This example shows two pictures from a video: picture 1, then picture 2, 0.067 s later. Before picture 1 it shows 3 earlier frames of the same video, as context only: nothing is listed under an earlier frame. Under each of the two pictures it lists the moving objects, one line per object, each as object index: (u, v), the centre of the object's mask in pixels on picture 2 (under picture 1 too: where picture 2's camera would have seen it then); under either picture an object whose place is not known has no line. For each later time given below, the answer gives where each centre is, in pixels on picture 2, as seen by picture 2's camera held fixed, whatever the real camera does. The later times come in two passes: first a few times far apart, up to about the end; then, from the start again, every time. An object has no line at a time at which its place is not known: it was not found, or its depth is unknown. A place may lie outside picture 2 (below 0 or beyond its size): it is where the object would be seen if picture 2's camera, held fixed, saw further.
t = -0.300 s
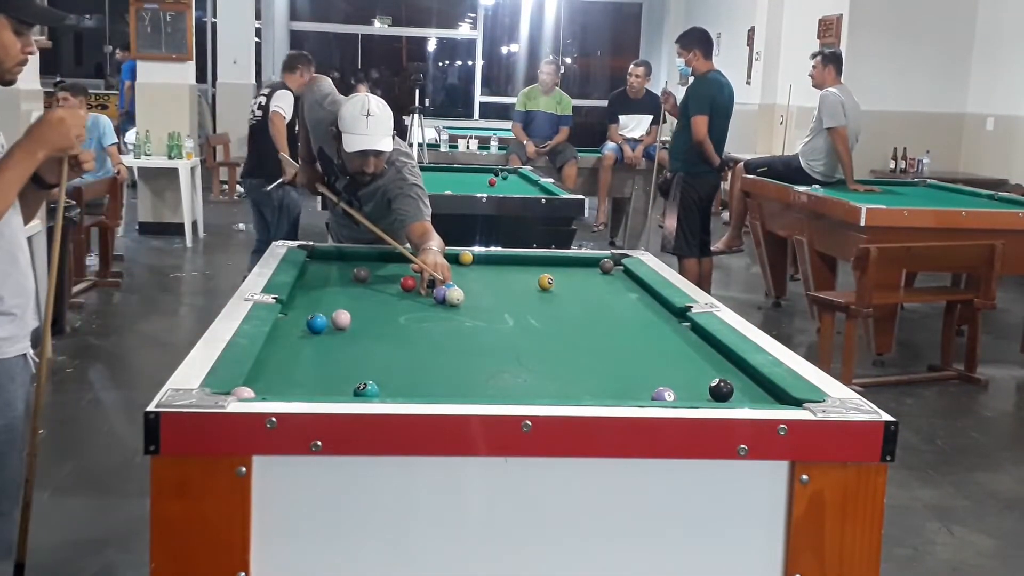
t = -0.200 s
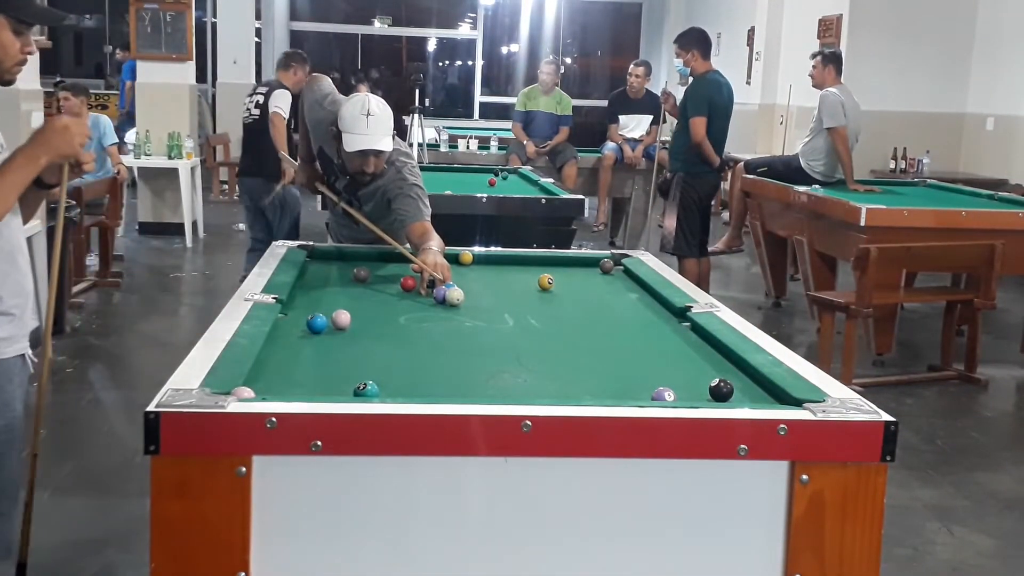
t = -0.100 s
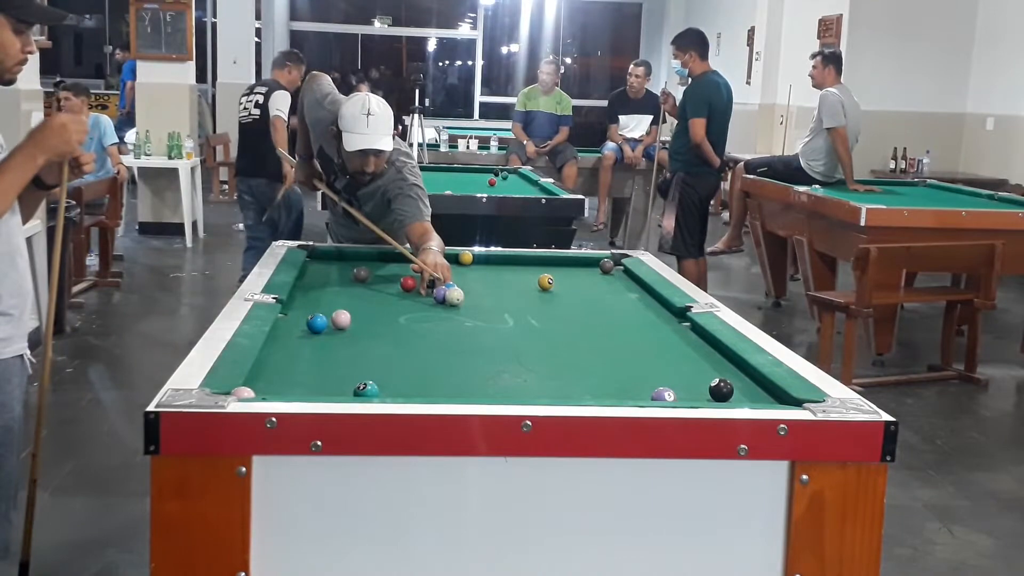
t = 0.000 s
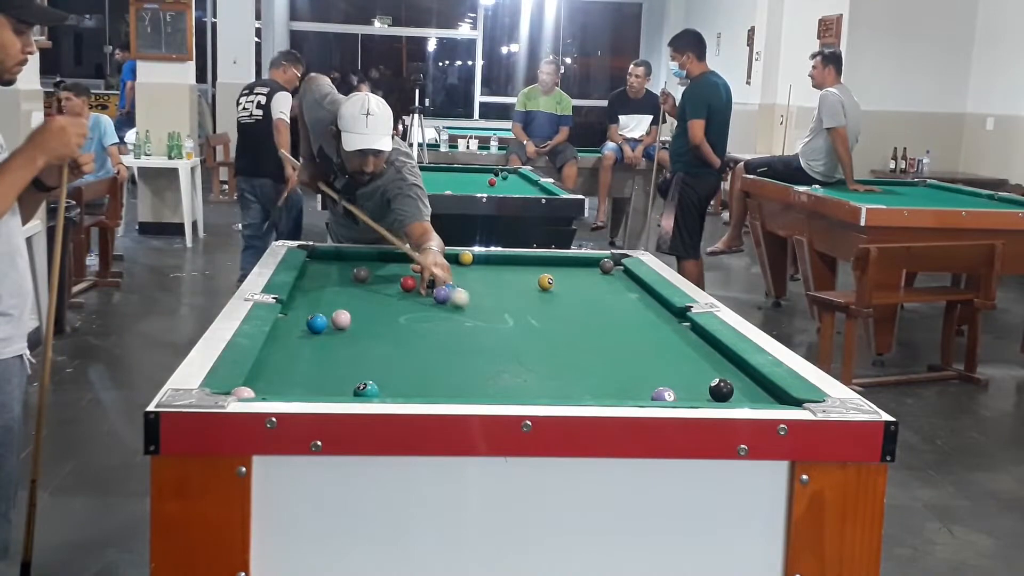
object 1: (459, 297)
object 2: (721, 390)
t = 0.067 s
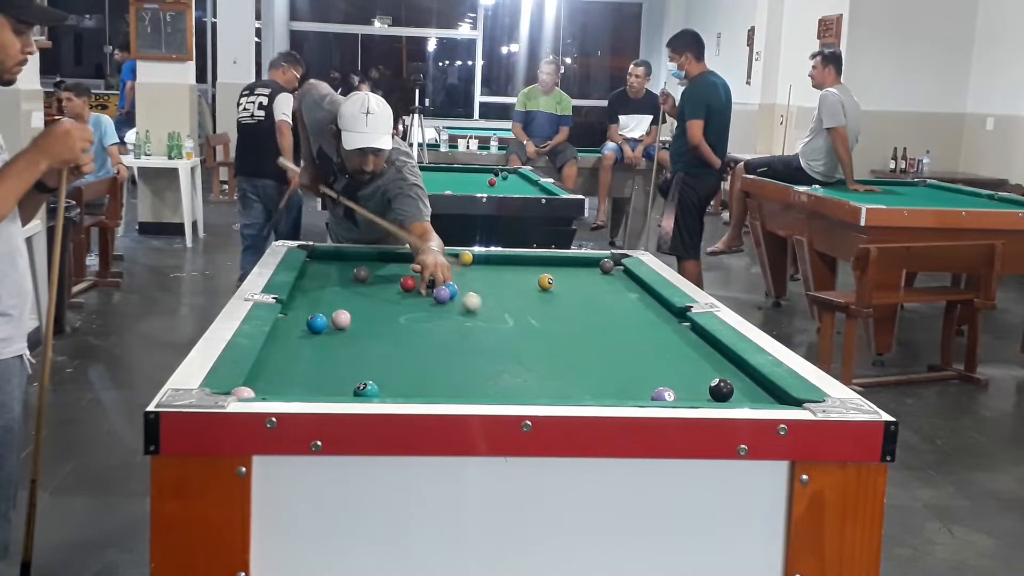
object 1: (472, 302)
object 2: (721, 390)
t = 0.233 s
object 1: (503, 314)
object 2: (721, 390)
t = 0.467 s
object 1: (551, 330)
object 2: (721, 390)
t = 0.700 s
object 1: (604, 349)
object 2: (721, 390)
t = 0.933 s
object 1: (664, 370)
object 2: (721, 390)
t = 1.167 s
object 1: (706, 388)
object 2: (754, 395)
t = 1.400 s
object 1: (720, 394)
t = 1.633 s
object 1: (731, 397)
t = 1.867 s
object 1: (727, 394)
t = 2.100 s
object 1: (722, 391)
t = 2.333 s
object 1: (719, 388)
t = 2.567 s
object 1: (715, 383)
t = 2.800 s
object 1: (713, 381)
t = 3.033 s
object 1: (712, 378)
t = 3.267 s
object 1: (709, 377)
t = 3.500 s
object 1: (707, 376)
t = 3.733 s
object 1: (707, 375)
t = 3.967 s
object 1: (707, 375)
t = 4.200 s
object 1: (707, 375)
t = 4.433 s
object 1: (707, 375)
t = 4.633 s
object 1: (707, 375)
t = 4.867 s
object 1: (707, 375)
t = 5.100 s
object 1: (707, 376)
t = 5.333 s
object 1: (707, 375)
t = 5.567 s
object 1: (707, 375)
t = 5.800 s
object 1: (707, 375)
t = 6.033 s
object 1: (707, 375)
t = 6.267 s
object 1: (707, 375)
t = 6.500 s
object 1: (707, 376)
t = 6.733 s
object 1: (707, 376)
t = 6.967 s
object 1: (707, 375)
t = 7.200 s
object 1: (707, 375)
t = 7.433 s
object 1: (707, 375)
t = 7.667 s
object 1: (707, 375)
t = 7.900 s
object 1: (707, 375)
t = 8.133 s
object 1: (707, 375)
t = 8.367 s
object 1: (707, 375)
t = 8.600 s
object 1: (707, 375)
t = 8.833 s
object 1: (707, 375)
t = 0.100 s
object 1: (478, 304)
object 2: (721, 390)
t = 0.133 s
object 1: (484, 306)
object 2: (721, 390)
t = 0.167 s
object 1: (490, 309)
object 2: (721, 390)
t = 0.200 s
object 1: (497, 311)
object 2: (721, 390)
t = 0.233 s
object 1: (503, 314)
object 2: (721, 390)
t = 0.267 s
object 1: (510, 315)
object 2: (721, 390)
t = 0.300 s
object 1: (516, 318)
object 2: (721, 390)
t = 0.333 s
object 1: (523, 320)
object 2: (721, 390)
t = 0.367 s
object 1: (530, 323)
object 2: (721, 390)
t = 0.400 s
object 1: (537, 325)
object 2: (721, 390)
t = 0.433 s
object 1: (544, 328)
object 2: (721, 390)
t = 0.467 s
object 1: (551, 330)
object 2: (721, 390)
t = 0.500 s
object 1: (558, 333)
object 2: (721, 390)
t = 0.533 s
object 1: (565, 335)
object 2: (721, 390)
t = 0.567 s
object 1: (573, 338)
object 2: (721, 390)
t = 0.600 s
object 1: (581, 341)
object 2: (721, 390)
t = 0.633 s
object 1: (588, 344)
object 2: (721, 390)
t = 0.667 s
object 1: (596, 346)
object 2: (721, 390)
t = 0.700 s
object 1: (604, 349)
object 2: (721, 390)
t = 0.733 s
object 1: (612, 352)
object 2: (721, 390)
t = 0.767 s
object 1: (620, 355)
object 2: (721, 390)
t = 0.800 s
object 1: (628, 358)
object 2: (721, 390)
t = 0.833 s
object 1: (637, 361)
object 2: (721, 390)
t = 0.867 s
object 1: (646, 364)
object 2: (721, 390)
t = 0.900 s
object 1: (655, 367)
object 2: (721, 390)
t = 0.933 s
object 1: (664, 370)
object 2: (721, 390)
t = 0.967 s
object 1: (673, 374)
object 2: (721, 390)
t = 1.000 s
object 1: (682, 377)
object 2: (721, 390)
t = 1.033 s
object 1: (692, 380)
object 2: (721, 390)
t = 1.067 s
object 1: (699, 383)
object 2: (721, 390)
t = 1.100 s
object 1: (702, 385)
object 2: (732, 392)
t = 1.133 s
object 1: (704, 386)
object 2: (743, 394)
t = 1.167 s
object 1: (706, 388)
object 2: (754, 395)
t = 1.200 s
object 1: (708, 389)
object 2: (762, 397)
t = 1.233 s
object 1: (710, 389)
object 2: (771, 398)
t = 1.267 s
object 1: (712, 390)
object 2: (781, 399)
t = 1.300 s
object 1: (714, 391)
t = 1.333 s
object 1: (716, 392)
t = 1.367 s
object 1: (718, 392)
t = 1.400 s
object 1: (720, 394)
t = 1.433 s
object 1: (722, 394)
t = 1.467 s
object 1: (724, 395)
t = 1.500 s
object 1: (727, 396)
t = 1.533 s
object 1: (729, 397)
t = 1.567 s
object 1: (730, 397)
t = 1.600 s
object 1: (732, 398)
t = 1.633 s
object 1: (731, 397)
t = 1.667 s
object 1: (731, 397)
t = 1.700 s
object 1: (731, 397)
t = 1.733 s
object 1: (731, 396)
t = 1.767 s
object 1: (730, 396)
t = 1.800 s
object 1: (729, 396)
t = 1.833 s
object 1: (728, 395)
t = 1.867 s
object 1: (727, 394)
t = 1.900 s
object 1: (726, 393)
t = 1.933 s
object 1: (724, 393)
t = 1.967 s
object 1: (723, 392)
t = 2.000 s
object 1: (723, 392)
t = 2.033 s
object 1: (722, 391)
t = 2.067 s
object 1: (722, 391)
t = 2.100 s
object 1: (722, 391)
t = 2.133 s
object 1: (721, 390)
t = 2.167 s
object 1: (721, 390)
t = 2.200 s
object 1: (721, 389)
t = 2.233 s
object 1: (720, 389)
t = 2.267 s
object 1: (720, 389)
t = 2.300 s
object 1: (719, 388)
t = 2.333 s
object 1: (719, 388)
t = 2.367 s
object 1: (718, 387)
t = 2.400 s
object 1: (718, 386)
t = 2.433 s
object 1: (717, 385)
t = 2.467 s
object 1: (717, 385)
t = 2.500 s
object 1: (716, 384)
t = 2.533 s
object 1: (716, 384)
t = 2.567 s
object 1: (715, 383)
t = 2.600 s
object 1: (715, 383)
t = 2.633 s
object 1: (715, 383)
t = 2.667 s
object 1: (714, 382)
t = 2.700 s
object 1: (714, 382)
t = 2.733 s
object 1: (714, 381)
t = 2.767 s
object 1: (713, 381)
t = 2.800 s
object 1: (713, 381)
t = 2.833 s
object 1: (713, 380)
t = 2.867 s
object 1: (712, 380)
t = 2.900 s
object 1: (712, 379)
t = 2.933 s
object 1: (712, 379)
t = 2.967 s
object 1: (712, 379)
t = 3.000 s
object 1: (712, 379)
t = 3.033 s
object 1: (712, 378)
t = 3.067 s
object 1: (712, 378)
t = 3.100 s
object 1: (712, 378)
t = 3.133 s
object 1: (711, 378)
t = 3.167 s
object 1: (711, 377)
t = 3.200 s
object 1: (710, 377)
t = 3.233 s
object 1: (709, 377)
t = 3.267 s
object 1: (709, 377)
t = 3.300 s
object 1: (708, 376)
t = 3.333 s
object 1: (708, 376)
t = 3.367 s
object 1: (707, 376)
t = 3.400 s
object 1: (707, 376)
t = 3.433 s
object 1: (708, 376)
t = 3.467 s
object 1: (707, 376)
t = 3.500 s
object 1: (707, 376)
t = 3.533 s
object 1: (707, 375)
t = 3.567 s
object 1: (707, 375)
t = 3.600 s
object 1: (707, 375)
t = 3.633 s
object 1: (707, 375)
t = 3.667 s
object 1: (707, 375)
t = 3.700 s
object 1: (707, 375)
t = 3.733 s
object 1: (707, 375)
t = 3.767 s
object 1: (707, 375)
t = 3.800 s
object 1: (707, 375)
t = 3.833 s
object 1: (707, 375)
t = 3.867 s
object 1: (707, 375)
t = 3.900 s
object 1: (707, 375)
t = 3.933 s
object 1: (707, 375)
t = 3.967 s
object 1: (707, 375)
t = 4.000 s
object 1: (707, 375)
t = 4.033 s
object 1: (707, 375)
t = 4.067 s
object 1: (707, 375)
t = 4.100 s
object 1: (707, 375)
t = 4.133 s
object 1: (707, 375)
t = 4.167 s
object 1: (707, 375)
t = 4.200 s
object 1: (707, 375)
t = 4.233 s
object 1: (707, 375)
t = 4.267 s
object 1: (707, 375)
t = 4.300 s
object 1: (707, 375)
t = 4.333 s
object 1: (707, 375)
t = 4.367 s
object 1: (707, 375)
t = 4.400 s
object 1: (707, 375)
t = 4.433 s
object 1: (707, 375)
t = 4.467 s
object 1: (707, 375)
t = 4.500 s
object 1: (707, 375)
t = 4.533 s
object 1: (707, 375)
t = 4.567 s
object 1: (707, 375)
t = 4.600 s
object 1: (707, 375)
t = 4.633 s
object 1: (707, 375)
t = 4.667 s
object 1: (707, 375)
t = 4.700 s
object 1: (707, 375)
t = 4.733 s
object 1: (707, 375)
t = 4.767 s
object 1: (707, 375)
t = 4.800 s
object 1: (707, 375)
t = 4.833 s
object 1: (707, 375)
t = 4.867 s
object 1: (707, 375)
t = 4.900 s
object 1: (707, 375)
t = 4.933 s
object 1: (707, 375)
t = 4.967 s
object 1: (707, 375)
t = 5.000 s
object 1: (707, 376)
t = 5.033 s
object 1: (707, 375)
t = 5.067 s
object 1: (707, 375)
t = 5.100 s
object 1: (707, 376)
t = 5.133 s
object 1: (707, 376)
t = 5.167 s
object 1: (707, 375)
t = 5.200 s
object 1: (707, 376)
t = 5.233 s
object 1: (707, 375)
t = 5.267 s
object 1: (707, 375)
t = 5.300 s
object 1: (707, 375)
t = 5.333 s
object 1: (707, 375)
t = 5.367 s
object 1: (707, 375)
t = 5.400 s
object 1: (707, 375)
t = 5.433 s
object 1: (707, 375)
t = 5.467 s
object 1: (707, 375)
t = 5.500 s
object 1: (707, 375)
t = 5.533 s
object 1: (707, 376)
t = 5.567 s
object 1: (707, 375)
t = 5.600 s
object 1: (707, 375)
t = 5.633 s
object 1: (707, 375)
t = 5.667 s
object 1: (707, 375)
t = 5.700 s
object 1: (707, 375)
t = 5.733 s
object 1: (707, 375)
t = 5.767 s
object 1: (707, 375)
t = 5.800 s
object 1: (707, 375)
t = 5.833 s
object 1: (707, 376)
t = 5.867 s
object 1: (707, 375)
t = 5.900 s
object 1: (707, 375)
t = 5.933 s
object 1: (707, 375)
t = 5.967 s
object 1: (707, 375)
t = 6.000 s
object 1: (707, 375)
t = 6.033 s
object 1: (707, 375)
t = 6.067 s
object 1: (707, 375)
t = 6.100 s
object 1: (707, 375)
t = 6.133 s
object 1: (707, 376)
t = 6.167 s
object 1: (707, 376)
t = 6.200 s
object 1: (707, 376)
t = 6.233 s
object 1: (707, 375)
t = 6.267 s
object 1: (707, 375)
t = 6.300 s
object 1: (707, 375)
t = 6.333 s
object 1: (707, 375)
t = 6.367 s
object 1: (707, 375)
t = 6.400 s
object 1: (707, 375)
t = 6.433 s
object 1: (707, 376)
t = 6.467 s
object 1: (707, 376)
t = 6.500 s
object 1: (707, 376)
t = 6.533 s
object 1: (707, 375)
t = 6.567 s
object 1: (707, 376)
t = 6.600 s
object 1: (707, 376)
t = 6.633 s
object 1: (707, 376)
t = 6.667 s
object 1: (707, 376)
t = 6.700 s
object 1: (707, 376)
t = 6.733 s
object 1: (707, 376)
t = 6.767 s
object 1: (707, 376)
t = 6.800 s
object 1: (707, 376)
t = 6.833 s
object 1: (707, 376)
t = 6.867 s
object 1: (707, 376)
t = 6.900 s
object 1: (707, 376)
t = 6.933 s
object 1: (707, 376)
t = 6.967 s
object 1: (707, 375)
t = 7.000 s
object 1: (707, 375)
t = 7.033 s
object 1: (707, 375)
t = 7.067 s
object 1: (707, 375)
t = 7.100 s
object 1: (707, 375)
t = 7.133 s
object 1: (707, 375)
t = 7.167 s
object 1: (707, 375)
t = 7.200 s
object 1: (707, 375)
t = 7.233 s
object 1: (707, 375)
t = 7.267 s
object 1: (707, 375)
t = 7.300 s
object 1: (707, 375)
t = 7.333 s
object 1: (707, 375)
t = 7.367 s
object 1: (707, 375)
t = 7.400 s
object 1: (707, 375)
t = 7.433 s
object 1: (707, 375)
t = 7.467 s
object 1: (707, 375)
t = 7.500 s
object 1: (707, 375)
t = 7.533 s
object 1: (707, 375)
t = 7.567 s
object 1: (707, 375)
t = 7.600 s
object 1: (707, 375)
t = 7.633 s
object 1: (707, 375)
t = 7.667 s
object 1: (707, 375)
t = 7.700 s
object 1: (707, 375)
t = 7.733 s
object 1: (707, 375)
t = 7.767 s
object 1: (707, 376)
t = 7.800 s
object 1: (707, 375)
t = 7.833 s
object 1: (707, 375)
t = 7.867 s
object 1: (707, 376)
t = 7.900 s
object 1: (707, 375)
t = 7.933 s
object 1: (707, 375)
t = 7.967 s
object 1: (707, 375)
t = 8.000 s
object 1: (707, 375)
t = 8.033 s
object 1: (707, 375)
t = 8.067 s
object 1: (707, 375)
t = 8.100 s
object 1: (707, 375)
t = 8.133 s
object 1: (707, 375)
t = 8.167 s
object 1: (707, 376)
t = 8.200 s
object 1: (707, 375)
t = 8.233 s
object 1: (707, 375)
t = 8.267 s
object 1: (707, 375)
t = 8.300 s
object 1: (707, 375)
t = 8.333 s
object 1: (707, 375)
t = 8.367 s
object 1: (707, 375)
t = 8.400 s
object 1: (707, 375)
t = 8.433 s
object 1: (707, 375)
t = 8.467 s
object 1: (707, 375)
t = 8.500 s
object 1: (707, 375)
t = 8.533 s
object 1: (707, 375)
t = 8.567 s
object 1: (707, 375)
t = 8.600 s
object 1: (707, 375)
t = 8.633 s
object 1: (707, 375)
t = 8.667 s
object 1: (707, 375)
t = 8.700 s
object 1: (707, 375)
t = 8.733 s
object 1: (707, 375)
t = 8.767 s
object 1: (707, 375)
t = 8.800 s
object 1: (707, 375)
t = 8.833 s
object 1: (707, 375)
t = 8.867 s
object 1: (707, 375)
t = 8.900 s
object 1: (707, 375)
